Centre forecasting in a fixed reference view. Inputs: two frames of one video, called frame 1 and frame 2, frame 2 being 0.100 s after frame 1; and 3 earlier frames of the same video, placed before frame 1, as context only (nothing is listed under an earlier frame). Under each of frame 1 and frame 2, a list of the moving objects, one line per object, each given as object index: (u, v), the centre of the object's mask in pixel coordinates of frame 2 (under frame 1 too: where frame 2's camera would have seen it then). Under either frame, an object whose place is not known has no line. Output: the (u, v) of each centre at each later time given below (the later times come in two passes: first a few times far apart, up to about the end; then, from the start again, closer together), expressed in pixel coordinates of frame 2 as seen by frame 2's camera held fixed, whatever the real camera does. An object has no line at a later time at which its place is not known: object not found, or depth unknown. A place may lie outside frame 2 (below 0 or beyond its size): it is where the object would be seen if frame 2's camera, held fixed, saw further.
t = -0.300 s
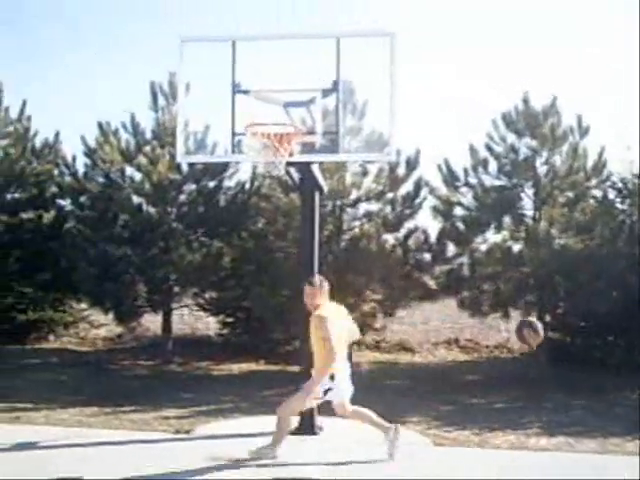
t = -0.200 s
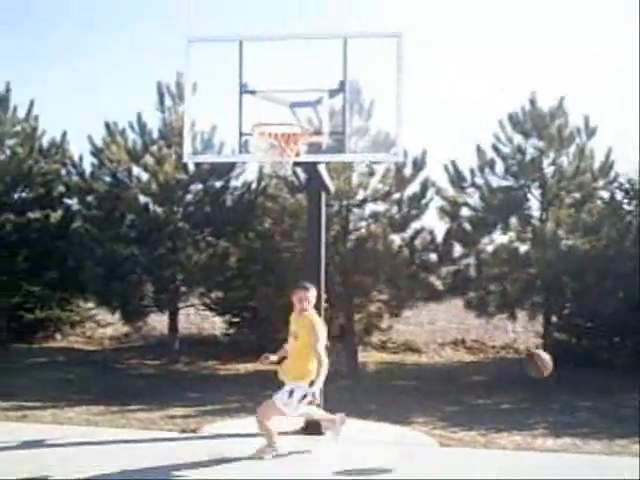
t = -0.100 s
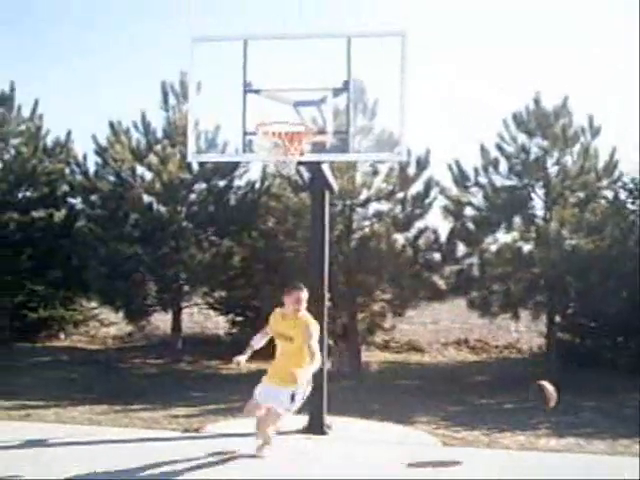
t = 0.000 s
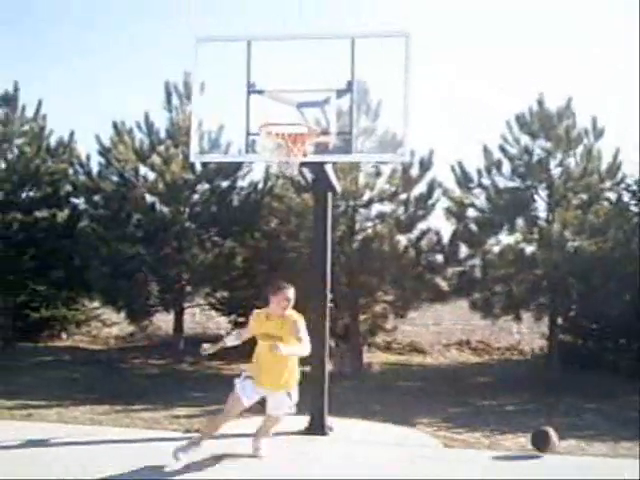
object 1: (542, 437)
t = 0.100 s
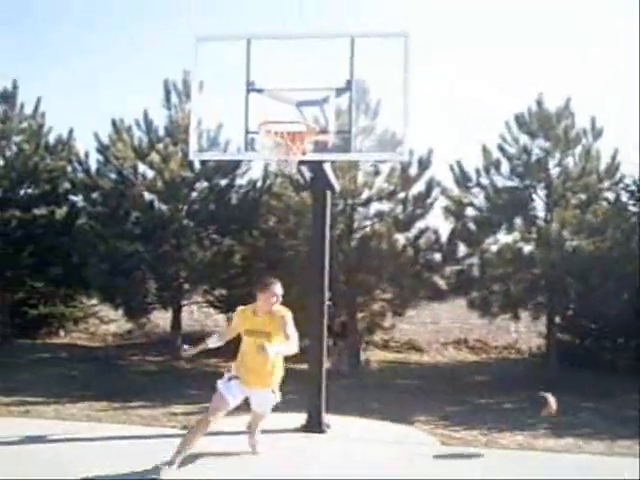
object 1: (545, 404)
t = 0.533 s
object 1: (545, 355)
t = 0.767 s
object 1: (550, 405)
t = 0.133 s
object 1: (546, 386)
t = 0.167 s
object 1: (544, 379)
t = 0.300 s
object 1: (545, 354)
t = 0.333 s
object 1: (545, 351)
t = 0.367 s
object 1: (545, 351)
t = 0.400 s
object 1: (545, 350)
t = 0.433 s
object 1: (544, 350)
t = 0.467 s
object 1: (545, 352)
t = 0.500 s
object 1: (544, 353)
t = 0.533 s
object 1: (545, 355)
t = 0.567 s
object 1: (545, 359)
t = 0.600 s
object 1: (545, 363)
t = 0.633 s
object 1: (545, 368)
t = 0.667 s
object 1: (549, 381)
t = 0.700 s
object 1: (545, 388)
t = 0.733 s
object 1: (549, 395)
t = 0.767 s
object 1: (550, 405)
